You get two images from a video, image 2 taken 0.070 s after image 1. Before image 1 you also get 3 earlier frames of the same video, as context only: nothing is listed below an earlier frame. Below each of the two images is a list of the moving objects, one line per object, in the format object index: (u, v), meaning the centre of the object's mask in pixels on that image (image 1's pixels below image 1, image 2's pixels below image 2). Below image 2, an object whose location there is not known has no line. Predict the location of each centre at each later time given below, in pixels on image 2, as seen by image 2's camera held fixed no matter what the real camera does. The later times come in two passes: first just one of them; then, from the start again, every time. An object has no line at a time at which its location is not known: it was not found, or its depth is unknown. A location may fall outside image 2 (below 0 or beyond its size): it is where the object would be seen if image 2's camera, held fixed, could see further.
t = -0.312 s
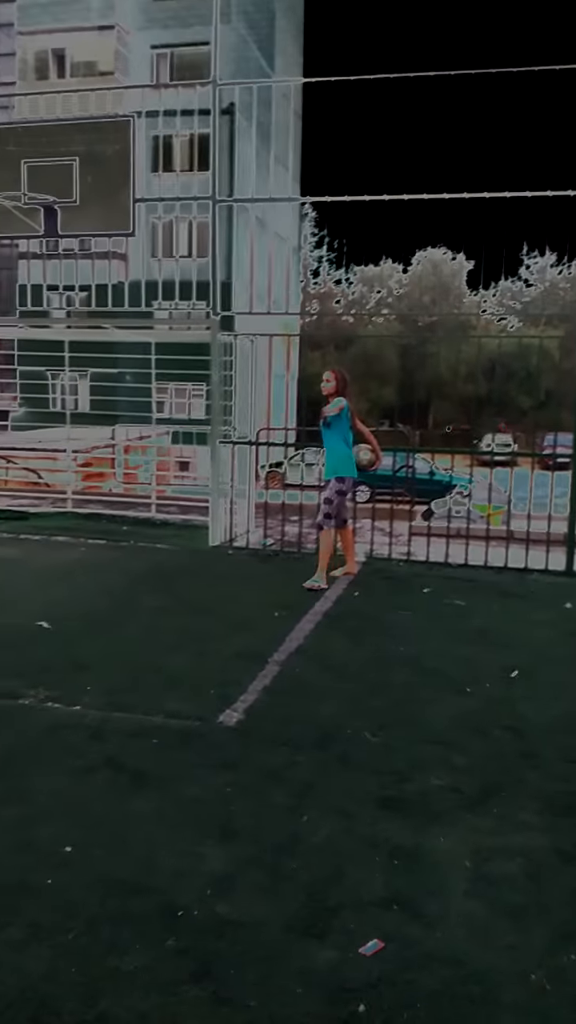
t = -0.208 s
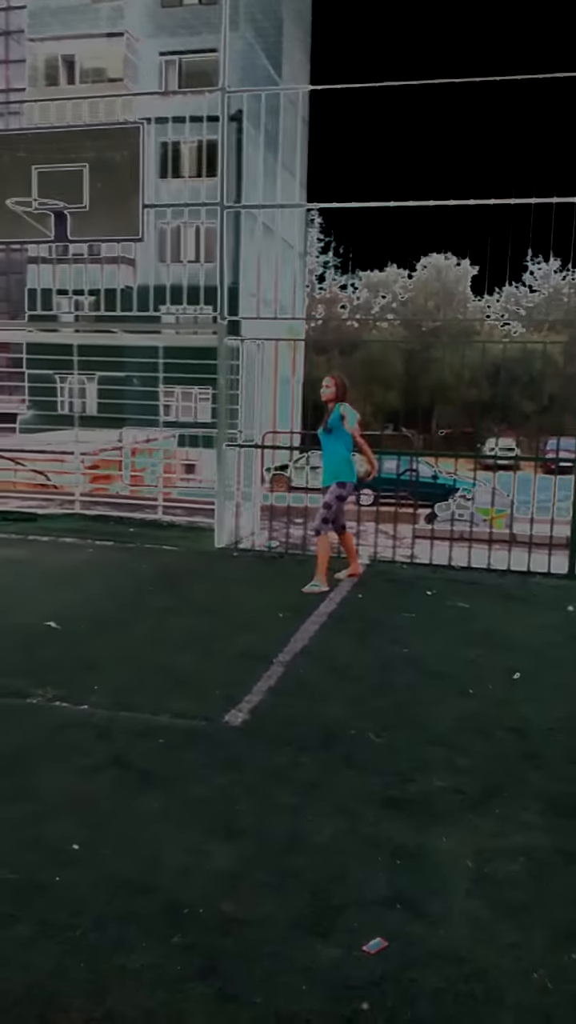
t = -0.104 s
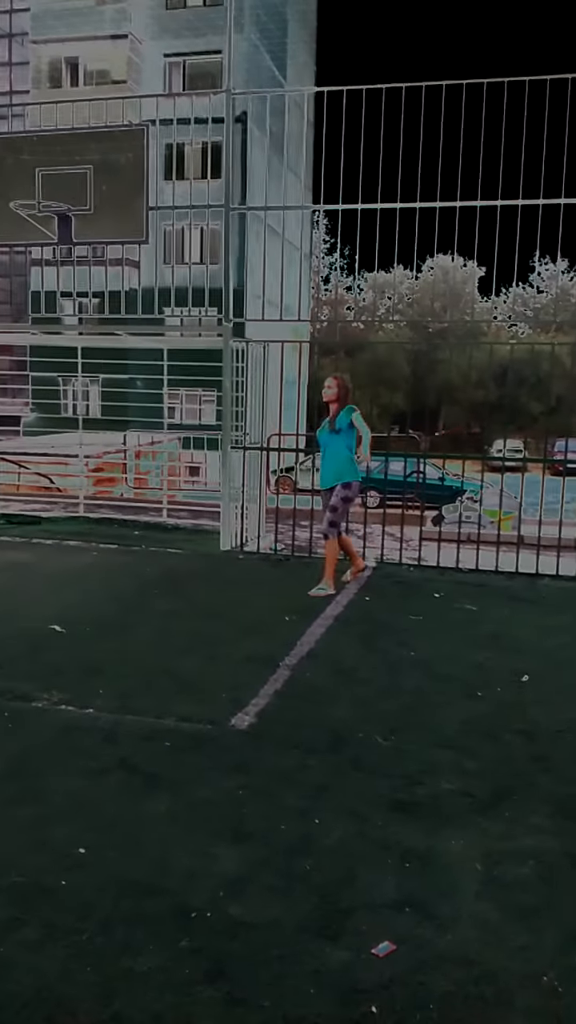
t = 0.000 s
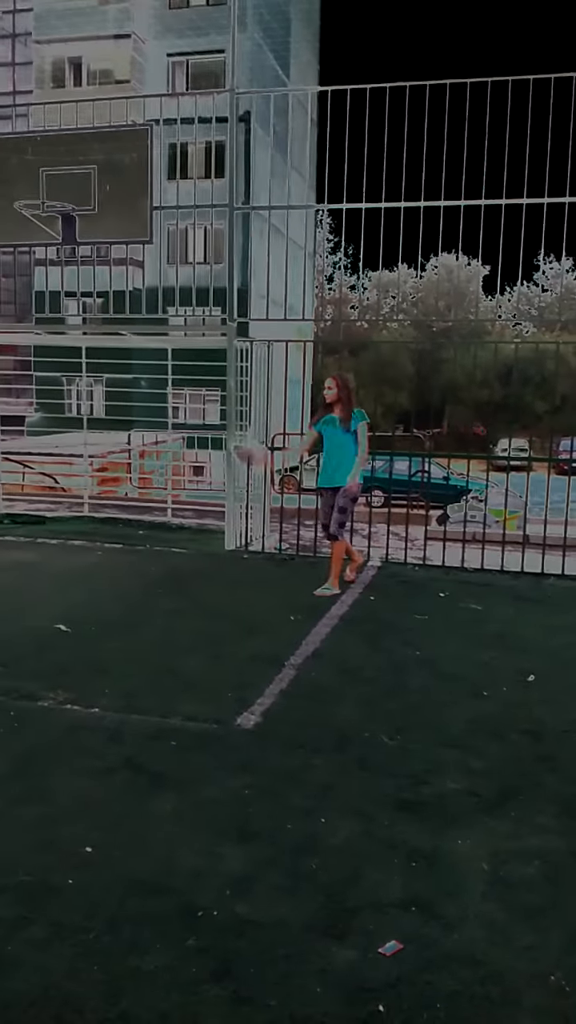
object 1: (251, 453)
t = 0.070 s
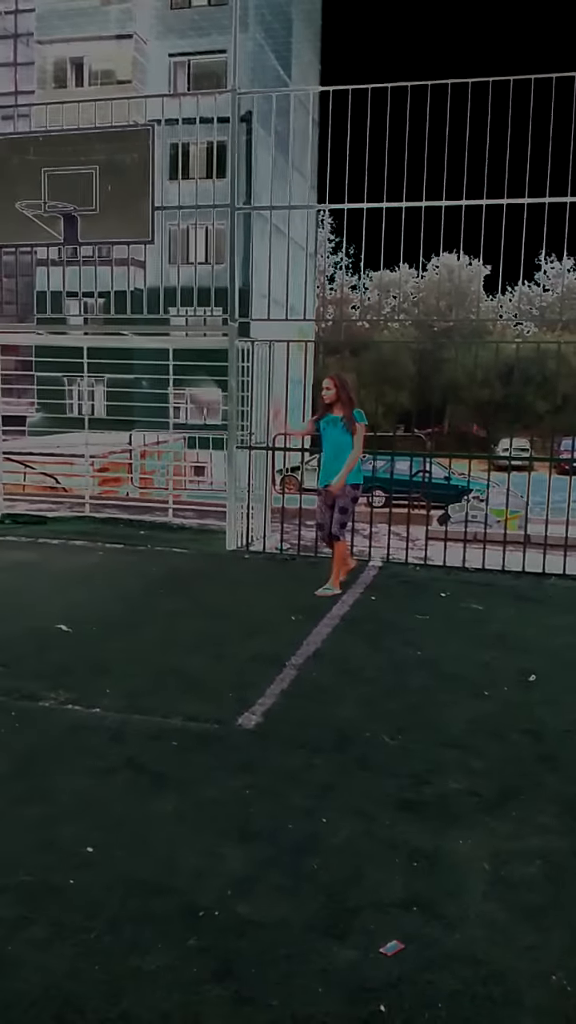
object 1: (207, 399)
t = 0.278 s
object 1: (64, 248)
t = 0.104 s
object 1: (185, 370)
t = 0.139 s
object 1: (161, 350)
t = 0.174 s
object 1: (135, 318)
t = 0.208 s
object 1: (114, 290)
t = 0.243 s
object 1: (89, 267)
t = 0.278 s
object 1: (64, 248)
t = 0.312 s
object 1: (34, 228)
